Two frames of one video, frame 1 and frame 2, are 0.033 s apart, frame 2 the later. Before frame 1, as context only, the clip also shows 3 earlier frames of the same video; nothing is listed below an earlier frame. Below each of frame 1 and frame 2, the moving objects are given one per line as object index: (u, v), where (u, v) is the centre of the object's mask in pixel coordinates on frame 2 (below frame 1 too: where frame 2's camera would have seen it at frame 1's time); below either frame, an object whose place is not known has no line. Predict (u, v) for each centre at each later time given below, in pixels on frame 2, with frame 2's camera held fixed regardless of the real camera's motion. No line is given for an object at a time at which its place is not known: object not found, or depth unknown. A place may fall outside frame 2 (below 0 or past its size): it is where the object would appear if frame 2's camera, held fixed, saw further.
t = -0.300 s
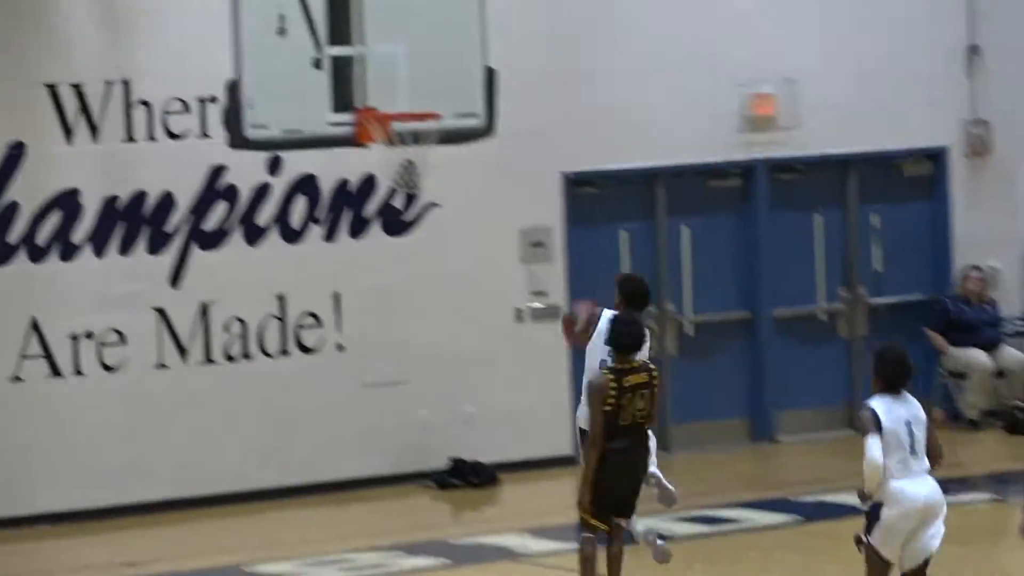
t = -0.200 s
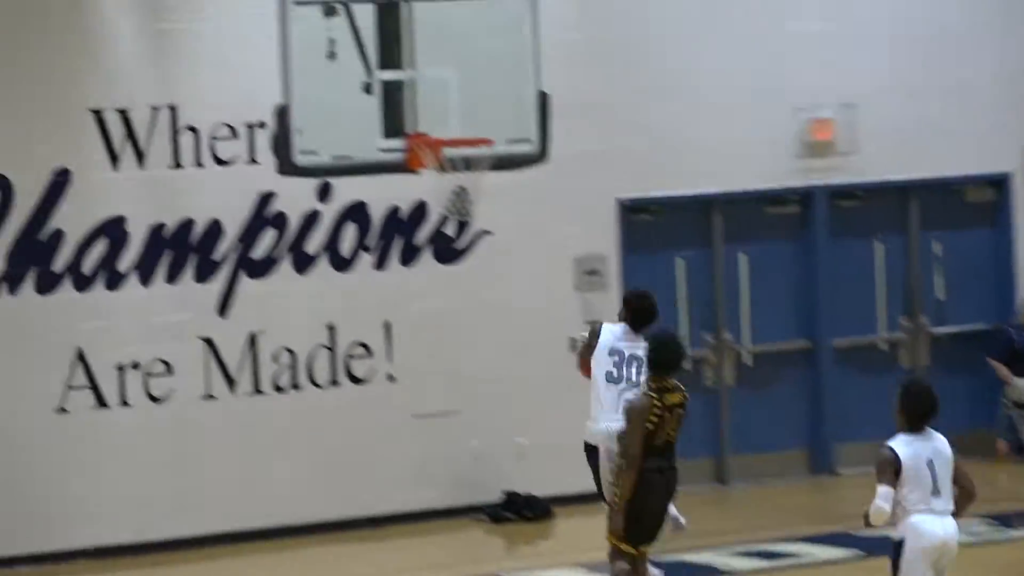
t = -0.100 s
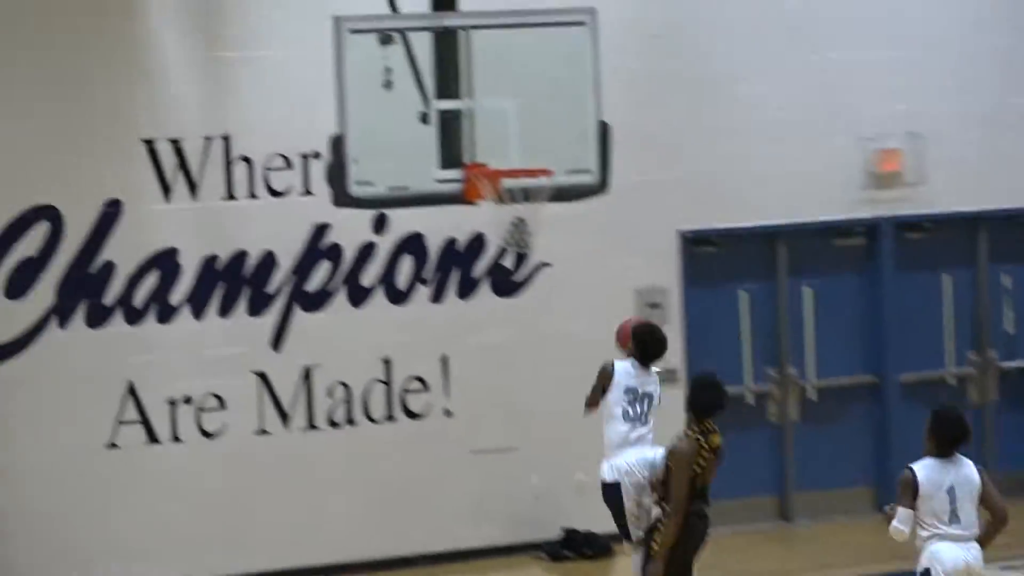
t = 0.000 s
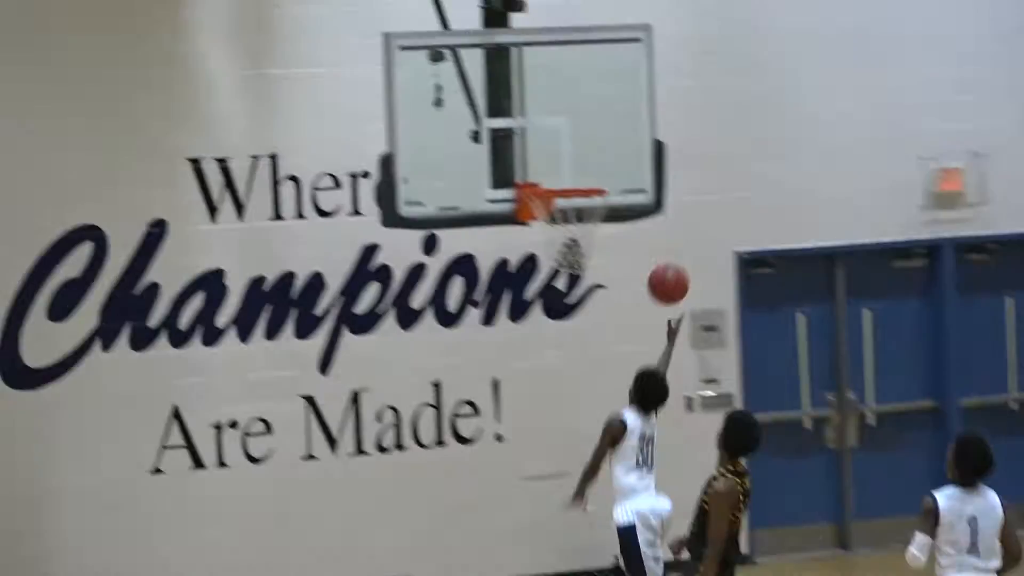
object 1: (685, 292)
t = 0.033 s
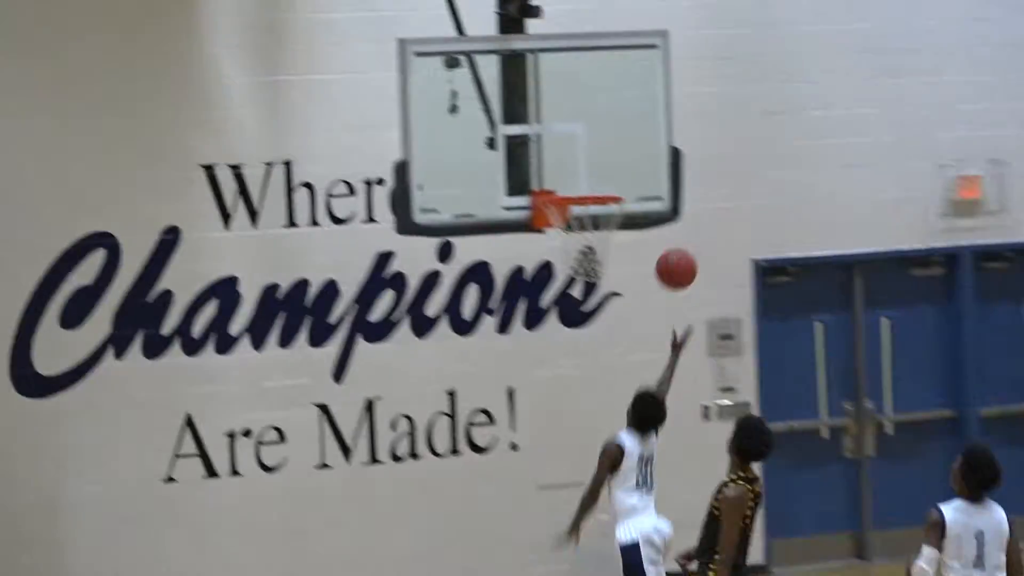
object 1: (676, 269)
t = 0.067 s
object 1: (668, 248)
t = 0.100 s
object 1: (659, 228)
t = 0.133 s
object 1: (651, 211)
